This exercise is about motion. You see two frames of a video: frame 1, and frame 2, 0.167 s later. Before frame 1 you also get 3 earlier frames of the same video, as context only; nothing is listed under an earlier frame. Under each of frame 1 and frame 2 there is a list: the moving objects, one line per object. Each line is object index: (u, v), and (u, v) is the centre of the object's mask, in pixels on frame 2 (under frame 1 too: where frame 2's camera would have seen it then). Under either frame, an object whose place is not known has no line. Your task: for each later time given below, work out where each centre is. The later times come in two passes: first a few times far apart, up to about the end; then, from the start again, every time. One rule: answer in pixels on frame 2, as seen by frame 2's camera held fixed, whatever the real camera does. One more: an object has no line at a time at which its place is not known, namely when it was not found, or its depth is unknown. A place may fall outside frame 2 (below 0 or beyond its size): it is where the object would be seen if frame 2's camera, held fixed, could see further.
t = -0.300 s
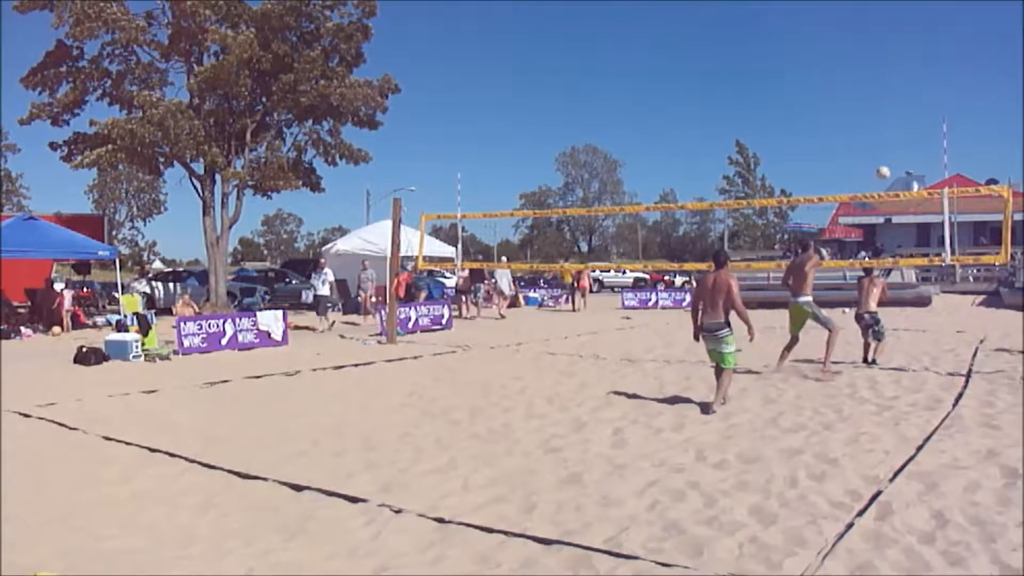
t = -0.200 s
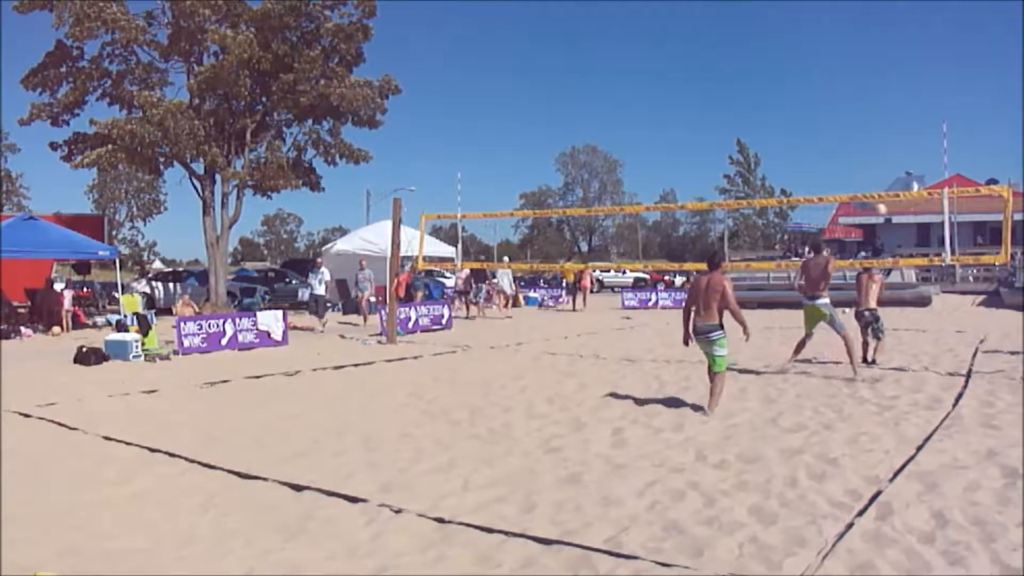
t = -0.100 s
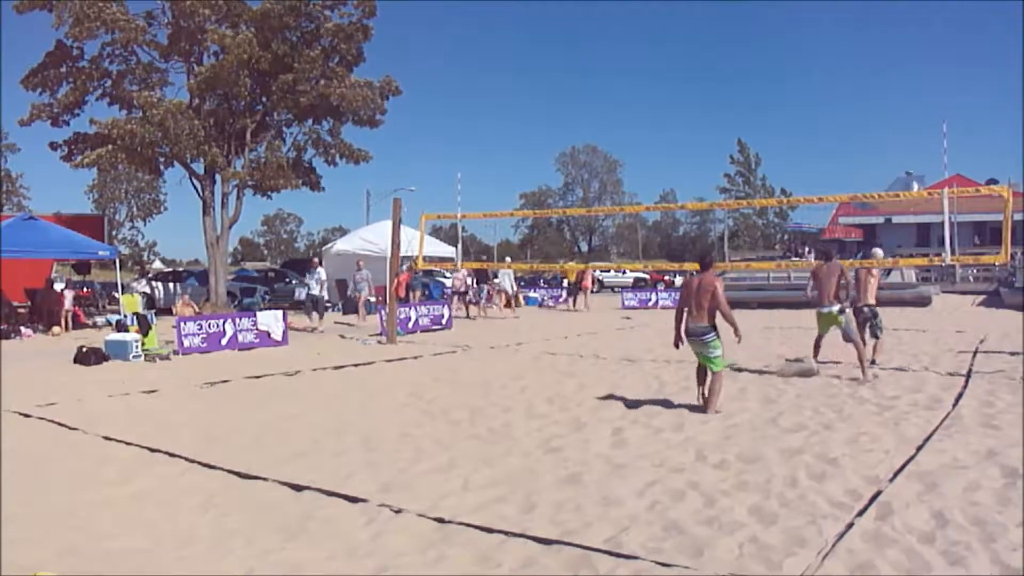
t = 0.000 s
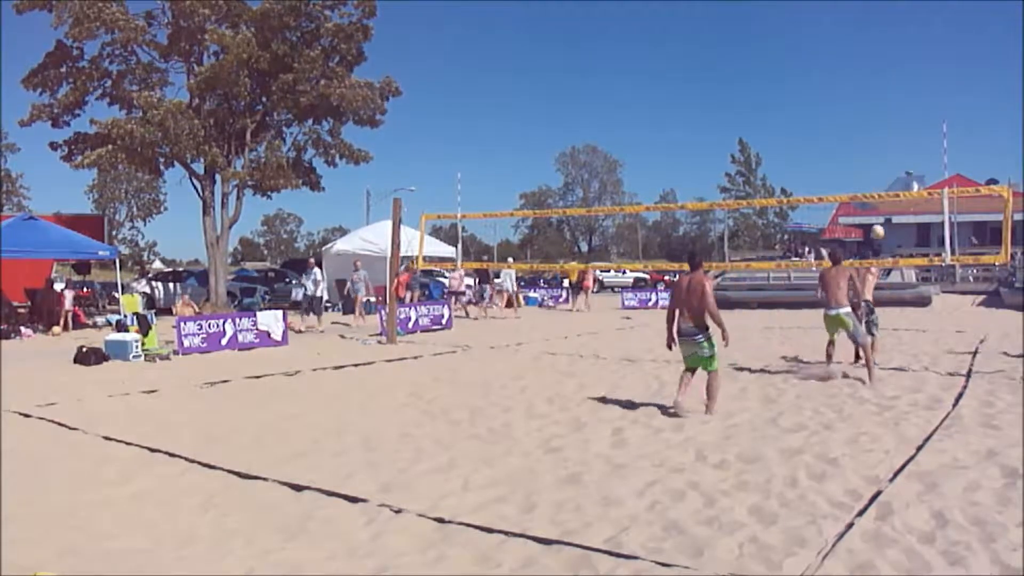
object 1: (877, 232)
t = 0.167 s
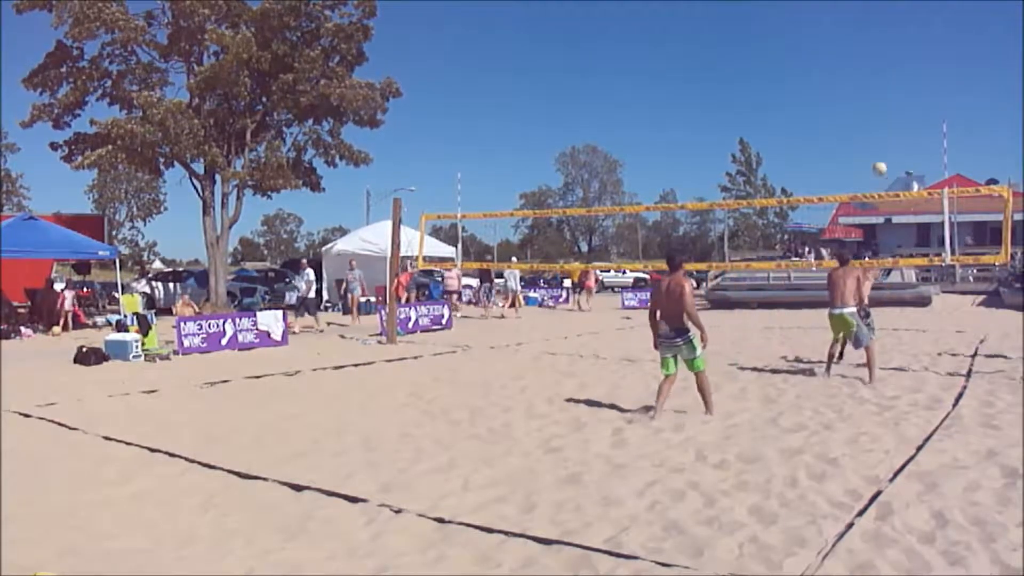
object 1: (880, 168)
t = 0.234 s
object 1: (880, 148)
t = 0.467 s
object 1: (881, 104)
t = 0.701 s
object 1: (881, 93)
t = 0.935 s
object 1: (878, 118)
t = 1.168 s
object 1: (875, 175)
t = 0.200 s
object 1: (880, 158)
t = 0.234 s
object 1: (880, 148)
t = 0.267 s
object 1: (880, 140)
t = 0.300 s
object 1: (881, 131)
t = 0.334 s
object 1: (881, 125)
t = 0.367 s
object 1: (881, 119)
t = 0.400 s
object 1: (881, 113)
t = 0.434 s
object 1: (881, 108)
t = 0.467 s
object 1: (881, 104)
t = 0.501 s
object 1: (881, 100)
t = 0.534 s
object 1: (881, 98)
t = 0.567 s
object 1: (881, 95)
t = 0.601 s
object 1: (881, 94)
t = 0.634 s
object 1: (881, 93)
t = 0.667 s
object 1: (881, 93)
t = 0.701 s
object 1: (881, 93)
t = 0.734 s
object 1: (881, 95)
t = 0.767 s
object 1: (880, 97)
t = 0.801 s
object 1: (880, 100)
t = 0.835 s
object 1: (880, 103)
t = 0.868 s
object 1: (879, 108)
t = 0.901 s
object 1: (879, 113)
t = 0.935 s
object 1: (878, 118)
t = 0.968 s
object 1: (878, 124)
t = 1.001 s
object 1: (878, 131)
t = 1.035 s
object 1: (877, 139)
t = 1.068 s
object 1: (877, 147)
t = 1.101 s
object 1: (877, 155)
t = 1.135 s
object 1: (876, 164)
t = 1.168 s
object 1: (875, 175)
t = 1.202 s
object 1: (875, 185)
